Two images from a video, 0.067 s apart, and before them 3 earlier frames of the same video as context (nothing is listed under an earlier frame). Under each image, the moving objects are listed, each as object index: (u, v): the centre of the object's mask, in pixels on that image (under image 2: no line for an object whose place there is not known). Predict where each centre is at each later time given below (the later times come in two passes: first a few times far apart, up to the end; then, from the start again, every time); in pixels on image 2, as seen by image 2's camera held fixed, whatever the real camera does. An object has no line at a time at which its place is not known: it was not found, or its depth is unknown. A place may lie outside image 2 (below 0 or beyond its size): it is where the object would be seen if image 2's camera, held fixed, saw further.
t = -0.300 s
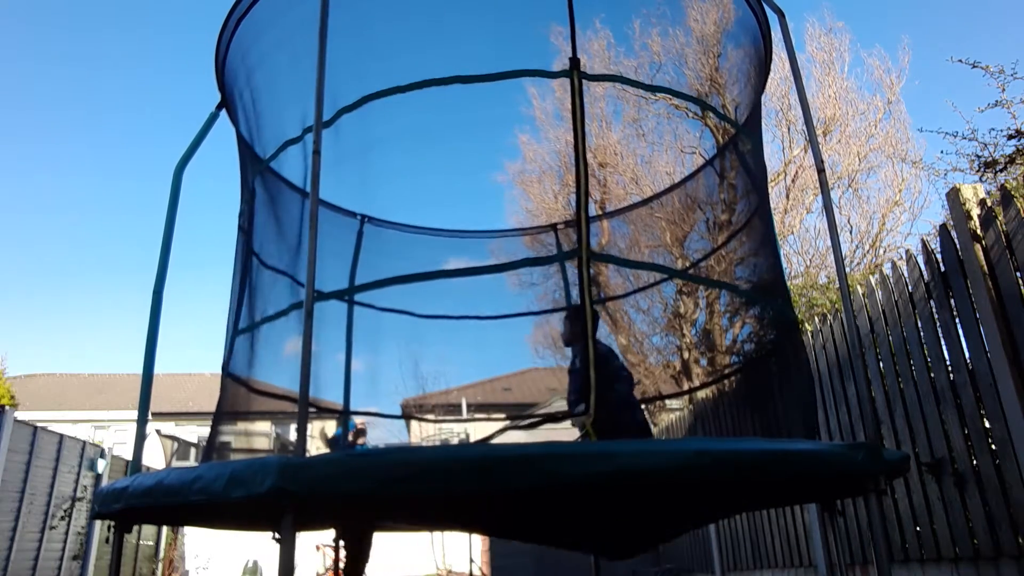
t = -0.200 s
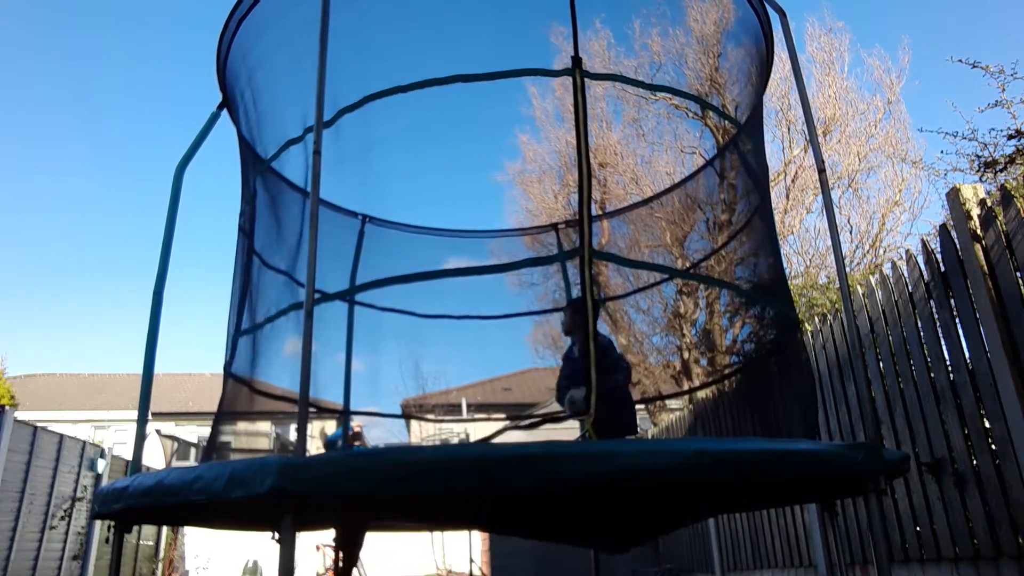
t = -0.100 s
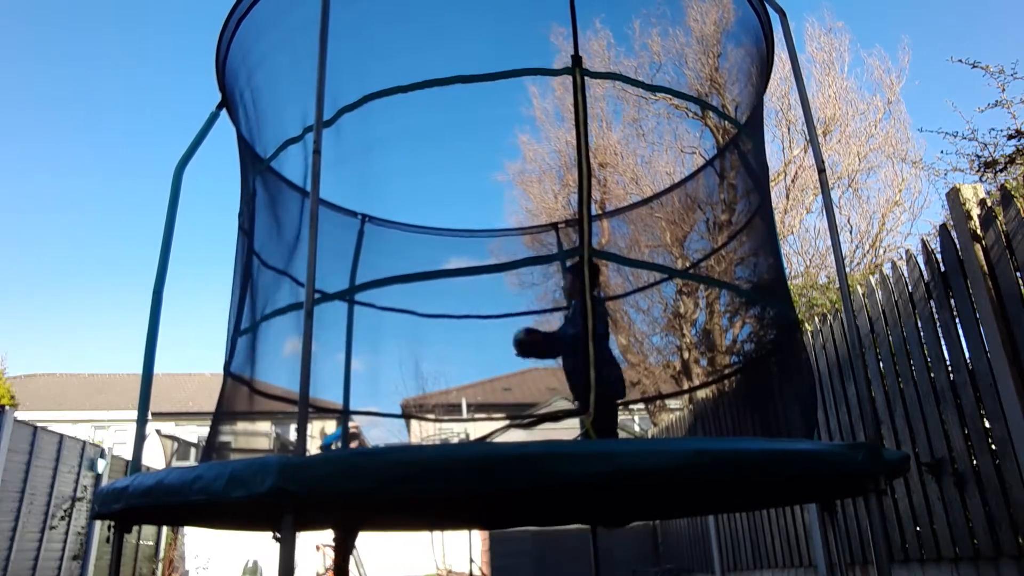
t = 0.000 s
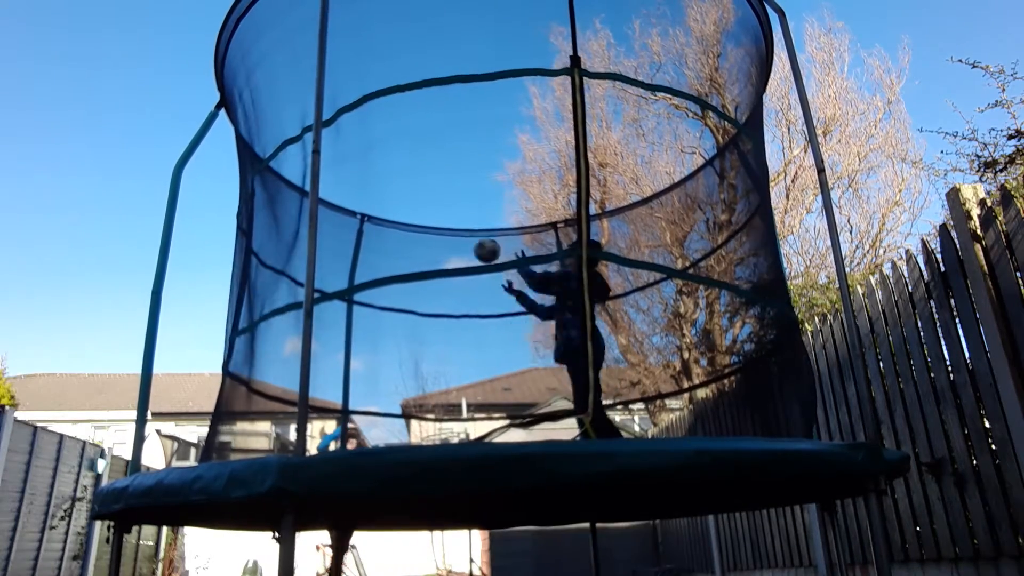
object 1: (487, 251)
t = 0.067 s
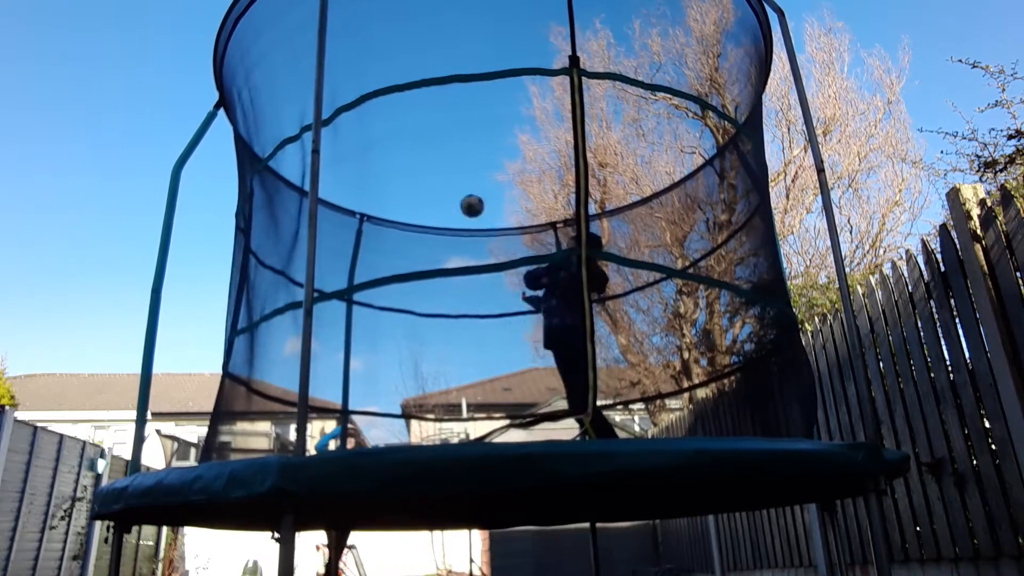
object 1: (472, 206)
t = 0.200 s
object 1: (448, 152)
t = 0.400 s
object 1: (422, 127)
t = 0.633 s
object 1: (401, 154)
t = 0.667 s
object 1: (398, 161)
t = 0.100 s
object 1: (465, 188)
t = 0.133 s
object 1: (459, 174)
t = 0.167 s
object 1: (453, 162)
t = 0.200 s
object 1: (448, 152)
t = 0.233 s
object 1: (443, 143)
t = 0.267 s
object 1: (438, 137)
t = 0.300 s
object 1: (434, 132)
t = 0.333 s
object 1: (430, 129)
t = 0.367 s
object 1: (426, 128)
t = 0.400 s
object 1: (422, 127)
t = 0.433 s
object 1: (418, 128)
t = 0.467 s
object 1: (415, 129)
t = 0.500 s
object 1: (411, 133)
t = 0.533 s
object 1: (409, 137)
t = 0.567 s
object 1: (406, 141)
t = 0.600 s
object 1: (403, 147)
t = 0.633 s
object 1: (401, 154)
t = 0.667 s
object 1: (398, 161)
